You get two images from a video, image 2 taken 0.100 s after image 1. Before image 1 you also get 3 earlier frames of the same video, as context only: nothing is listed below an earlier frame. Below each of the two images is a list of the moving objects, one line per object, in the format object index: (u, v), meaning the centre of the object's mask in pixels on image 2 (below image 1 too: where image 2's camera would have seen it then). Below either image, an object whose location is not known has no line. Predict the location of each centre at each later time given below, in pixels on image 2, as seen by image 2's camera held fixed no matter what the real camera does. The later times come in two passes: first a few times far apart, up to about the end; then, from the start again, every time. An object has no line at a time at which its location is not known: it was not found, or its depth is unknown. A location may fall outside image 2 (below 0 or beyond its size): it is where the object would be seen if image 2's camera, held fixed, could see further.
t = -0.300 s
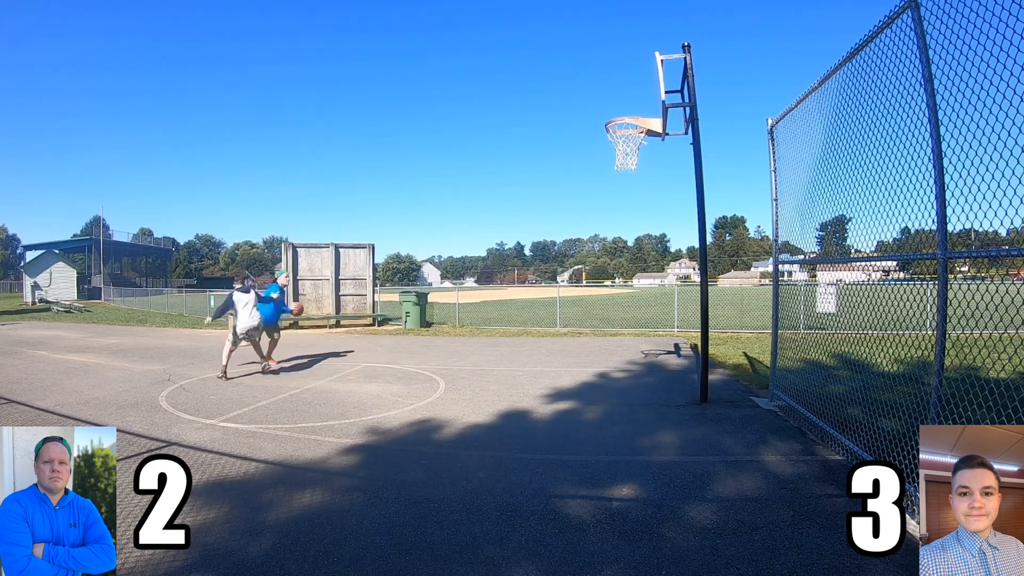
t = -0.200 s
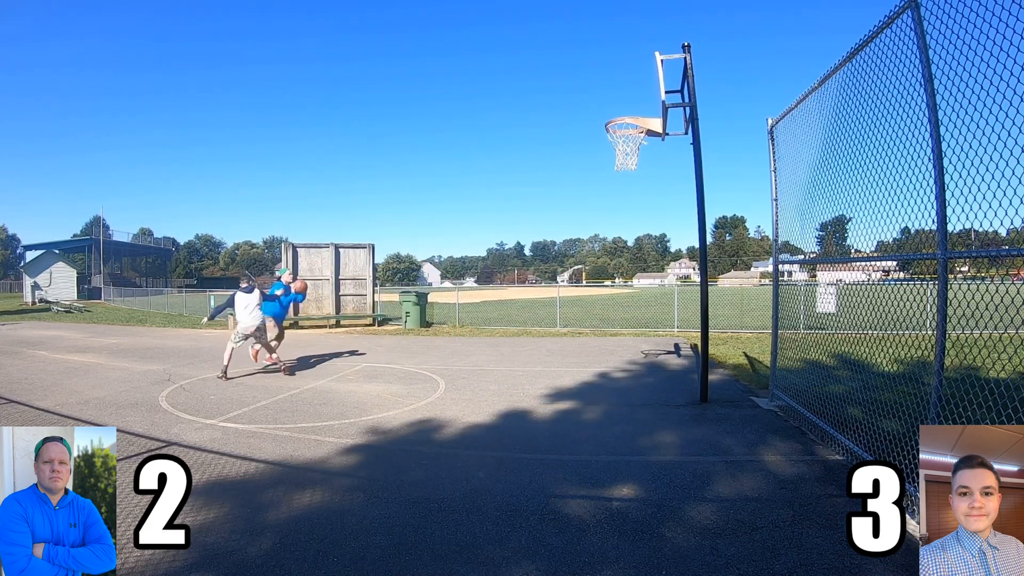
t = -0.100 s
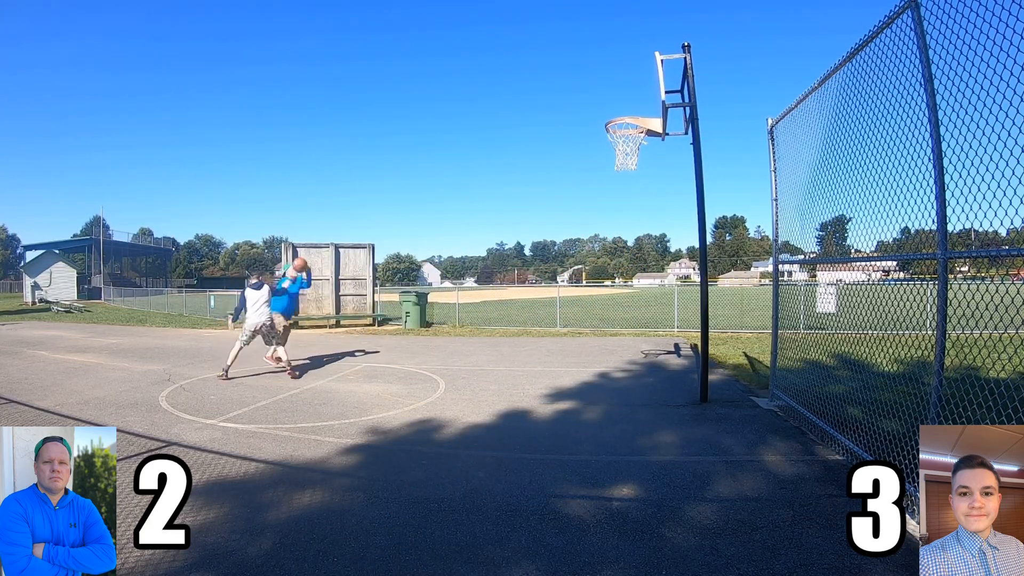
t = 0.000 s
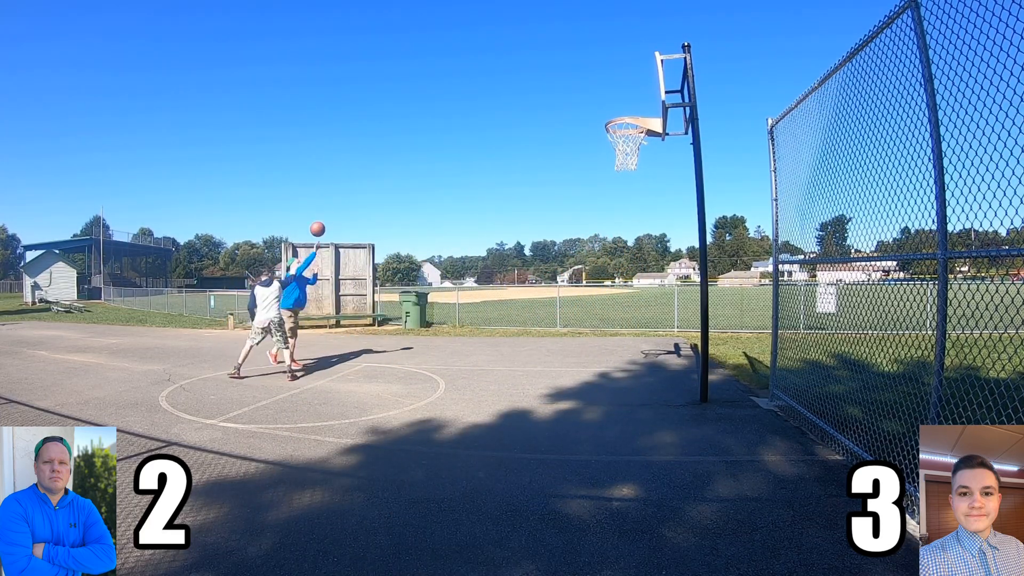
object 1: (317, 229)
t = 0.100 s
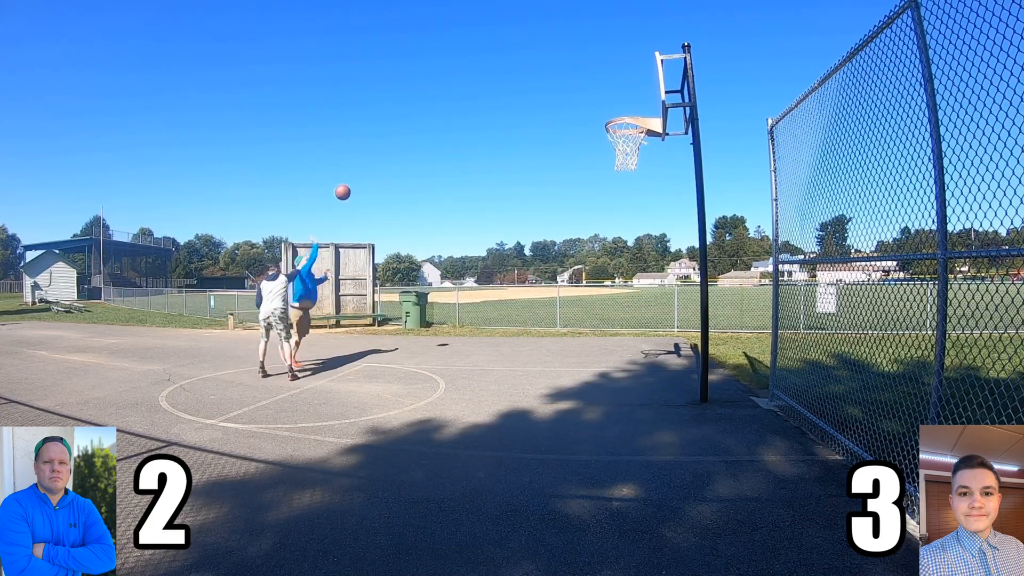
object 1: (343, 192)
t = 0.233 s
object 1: (379, 152)
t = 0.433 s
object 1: (436, 114)
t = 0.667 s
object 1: (506, 102)
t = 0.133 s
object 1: (352, 181)
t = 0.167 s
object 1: (361, 171)
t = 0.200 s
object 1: (370, 161)
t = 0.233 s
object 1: (379, 152)
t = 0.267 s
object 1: (388, 144)
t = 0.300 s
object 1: (397, 137)
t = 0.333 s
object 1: (407, 130)
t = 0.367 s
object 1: (416, 124)
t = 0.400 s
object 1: (426, 118)
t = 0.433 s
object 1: (436, 114)
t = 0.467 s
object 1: (445, 110)
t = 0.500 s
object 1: (455, 107)
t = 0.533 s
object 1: (465, 104)
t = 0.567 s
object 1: (475, 102)
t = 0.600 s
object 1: (485, 101)
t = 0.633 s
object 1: (495, 101)
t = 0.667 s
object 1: (506, 102)
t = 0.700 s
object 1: (516, 103)
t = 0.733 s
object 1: (527, 105)
